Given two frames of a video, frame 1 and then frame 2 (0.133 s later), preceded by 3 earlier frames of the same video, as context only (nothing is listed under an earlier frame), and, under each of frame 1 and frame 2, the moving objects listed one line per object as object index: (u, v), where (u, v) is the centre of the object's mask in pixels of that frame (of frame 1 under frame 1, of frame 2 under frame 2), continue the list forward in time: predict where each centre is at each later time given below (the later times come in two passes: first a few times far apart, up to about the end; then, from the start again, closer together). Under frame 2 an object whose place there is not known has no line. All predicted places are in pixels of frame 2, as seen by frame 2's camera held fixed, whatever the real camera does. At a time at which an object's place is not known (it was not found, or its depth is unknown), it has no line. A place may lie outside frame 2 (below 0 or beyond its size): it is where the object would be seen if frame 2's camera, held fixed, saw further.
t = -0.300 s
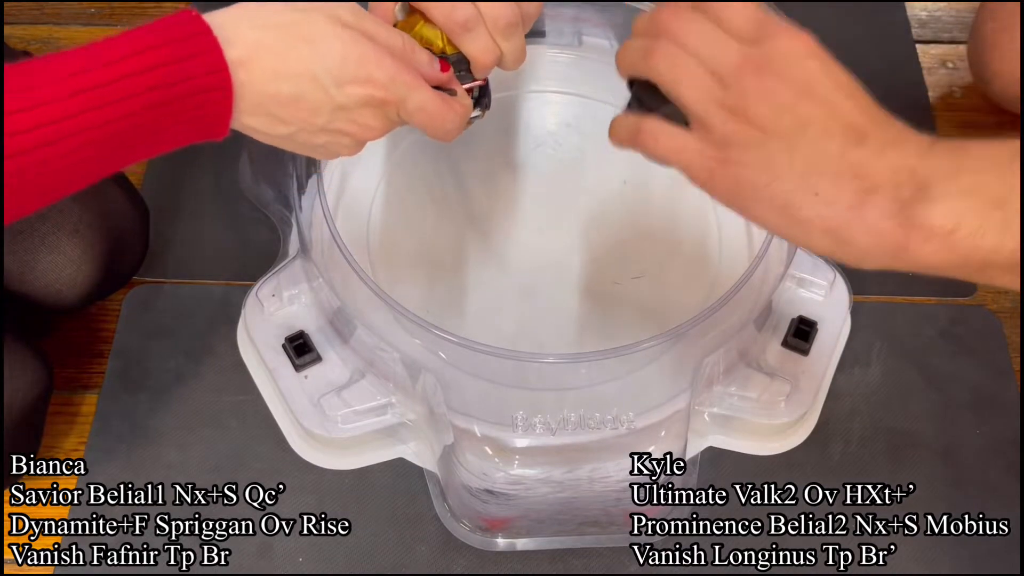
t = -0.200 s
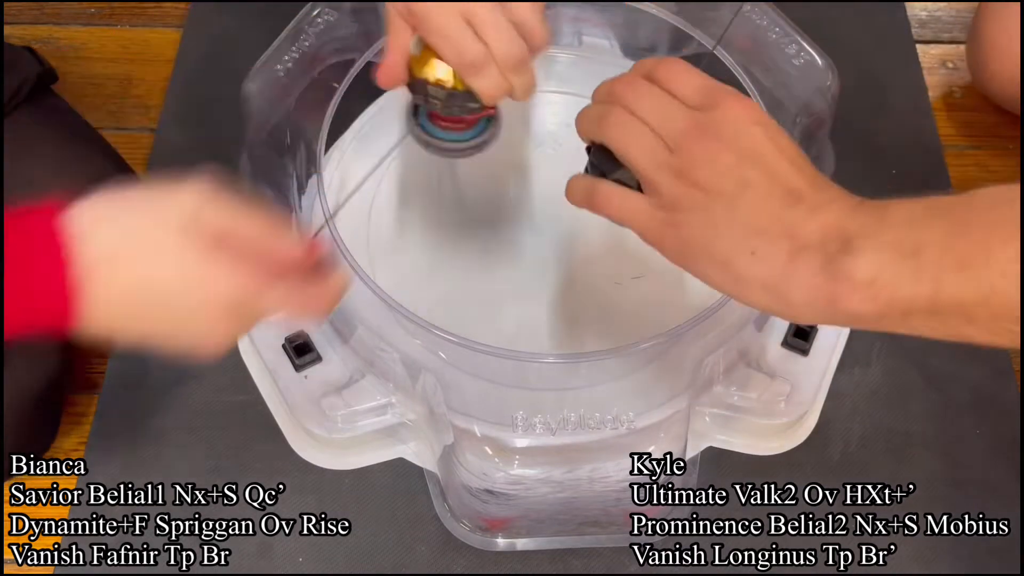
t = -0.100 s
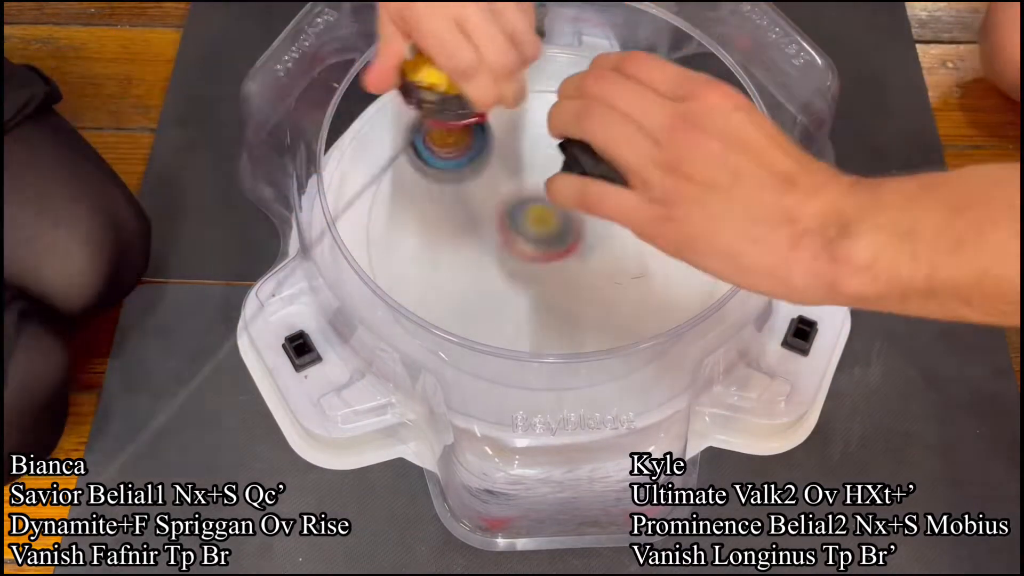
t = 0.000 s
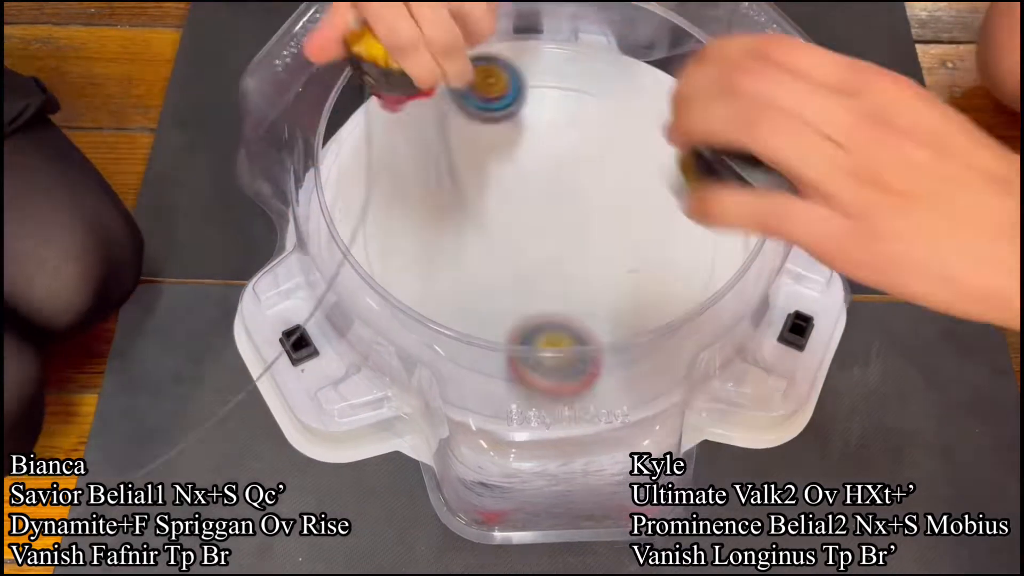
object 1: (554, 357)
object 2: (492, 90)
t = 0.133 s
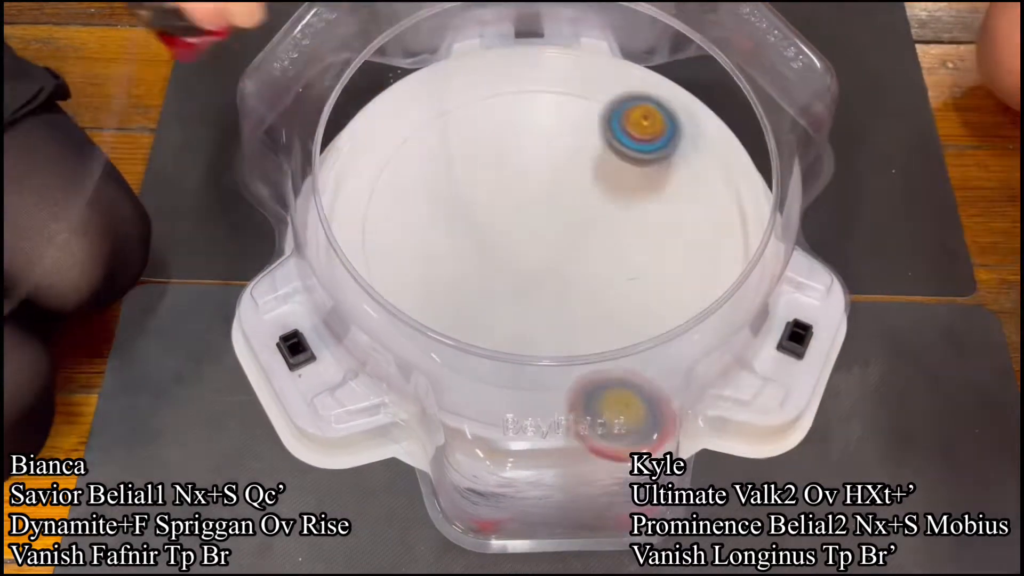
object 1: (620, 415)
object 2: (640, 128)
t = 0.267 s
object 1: (612, 360)
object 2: (734, 182)
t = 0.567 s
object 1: (478, 106)
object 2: (555, 270)
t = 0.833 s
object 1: (404, 143)
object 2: (466, 269)
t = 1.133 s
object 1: (474, 214)
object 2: (656, 292)
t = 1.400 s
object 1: (582, 243)
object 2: (574, 83)
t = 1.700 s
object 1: (559, 121)
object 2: (485, 352)
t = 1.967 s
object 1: (427, 125)
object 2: (671, 137)
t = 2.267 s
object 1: (535, 369)
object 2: (405, 283)
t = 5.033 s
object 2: (509, 162)
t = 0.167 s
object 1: (631, 404)
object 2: (674, 154)
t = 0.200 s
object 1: (627, 384)
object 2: (695, 153)
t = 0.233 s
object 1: (620, 368)
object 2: (716, 161)
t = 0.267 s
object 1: (612, 360)
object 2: (734, 182)
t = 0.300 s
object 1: (603, 343)
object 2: (743, 210)
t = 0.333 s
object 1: (591, 315)
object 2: (733, 220)
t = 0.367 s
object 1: (578, 281)
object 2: (719, 234)
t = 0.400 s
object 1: (565, 252)
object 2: (701, 254)
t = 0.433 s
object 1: (552, 222)
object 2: (676, 261)
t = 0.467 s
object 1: (534, 189)
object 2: (646, 271)
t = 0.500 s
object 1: (516, 159)
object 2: (617, 275)
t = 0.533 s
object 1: (498, 131)
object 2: (587, 274)
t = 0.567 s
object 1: (478, 106)
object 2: (555, 270)
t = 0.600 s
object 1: (461, 82)
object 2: (530, 263)
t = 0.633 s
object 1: (447, 71)
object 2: (508, 256)
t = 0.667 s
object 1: (439, 86)
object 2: (489, 247)
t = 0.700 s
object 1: (431, 101)
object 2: (475, 239)
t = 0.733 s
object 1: (427, 122)
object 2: (463, 232)
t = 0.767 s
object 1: (422, 145)
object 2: (454, 227)
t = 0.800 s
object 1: (415, 153)
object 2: (456, 242)
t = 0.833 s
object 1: (404, 143)
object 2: (466, 269)
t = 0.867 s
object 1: (396, 141)
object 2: (482, 298)
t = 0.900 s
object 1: (396, 140)
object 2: (498, 316)
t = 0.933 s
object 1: (397, 145)
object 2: (520, 326)
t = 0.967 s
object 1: (406, 154)
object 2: (542, 339)
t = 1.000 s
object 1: (416, 164)
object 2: (564, 342)
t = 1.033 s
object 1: (428, 175)
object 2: (587, 329)
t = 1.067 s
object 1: (444, 189)
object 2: (611, 322)
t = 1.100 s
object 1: (459, 203)
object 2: (633, 311)
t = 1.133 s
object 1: (474, 214)
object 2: (656, 292)
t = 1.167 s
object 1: (491, 226)
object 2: (673, 265)
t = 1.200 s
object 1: (506, 237)
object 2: (682, 237)
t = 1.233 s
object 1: (522, 246)
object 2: (687, 203)
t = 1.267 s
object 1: (537, 252)
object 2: (685, 166)
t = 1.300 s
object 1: (550, 255)
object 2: (676, 136)
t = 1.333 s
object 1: (562, 254)
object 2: (647, 116)
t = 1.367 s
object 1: (574, 250)
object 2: (611, 96)
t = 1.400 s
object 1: (582, 243)
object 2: (574, 83)
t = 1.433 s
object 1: (589, 235)
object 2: (533, 82)
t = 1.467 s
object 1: (595, 222)
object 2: (484, 88)
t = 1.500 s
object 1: (597, 210)
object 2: (445, 107)
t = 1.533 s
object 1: (597, 194)
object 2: (409, 135)
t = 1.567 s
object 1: (595, 179)
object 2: (382, 181)
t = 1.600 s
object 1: (590, 164)
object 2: (377, 227)
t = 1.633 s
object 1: (582, 148)
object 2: (394, 284)
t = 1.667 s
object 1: (571, 135)
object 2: (436, 326)
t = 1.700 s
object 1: (559, 121)
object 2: (485, 352)
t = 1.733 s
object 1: (545, 111)
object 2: (550, 364)
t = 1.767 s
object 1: (528, 102)
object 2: (604, 354)
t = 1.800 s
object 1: (511, 95)
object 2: (647, 334)
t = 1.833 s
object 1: (491, 91)
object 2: (683, 299)
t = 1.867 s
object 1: (471, 90)
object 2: (702, 263)
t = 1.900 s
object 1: (456, 97)
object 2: (710, 225)
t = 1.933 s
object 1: (439, 109)
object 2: (699, 176)
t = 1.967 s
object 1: (427, 125)
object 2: (671, 137)
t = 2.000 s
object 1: (419, 142)
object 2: (633, 108)
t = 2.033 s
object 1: (413, 162)
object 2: (579, 87)
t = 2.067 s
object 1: (411, 184)
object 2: (516, 83)
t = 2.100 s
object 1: (413, 203)
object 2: (460, 98)
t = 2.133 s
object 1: (421, 225)
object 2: (407, 139)
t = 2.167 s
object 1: (436, 258)
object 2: (380, 182)
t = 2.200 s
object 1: (461, 301)
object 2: (378, 217)
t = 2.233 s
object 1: (499, 342)
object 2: (385, 256)
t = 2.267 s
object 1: (535, 369)
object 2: (405, 283)
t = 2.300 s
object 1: (581, 383)
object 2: (420, 315)
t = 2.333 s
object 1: (632, 393)
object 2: (452, 337)
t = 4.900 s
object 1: (350, 176)
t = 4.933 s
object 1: (379, 191)
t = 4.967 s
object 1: (413, 211)
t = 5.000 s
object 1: (448, 226)
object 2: (497, 172)
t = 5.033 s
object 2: (509, 162)
